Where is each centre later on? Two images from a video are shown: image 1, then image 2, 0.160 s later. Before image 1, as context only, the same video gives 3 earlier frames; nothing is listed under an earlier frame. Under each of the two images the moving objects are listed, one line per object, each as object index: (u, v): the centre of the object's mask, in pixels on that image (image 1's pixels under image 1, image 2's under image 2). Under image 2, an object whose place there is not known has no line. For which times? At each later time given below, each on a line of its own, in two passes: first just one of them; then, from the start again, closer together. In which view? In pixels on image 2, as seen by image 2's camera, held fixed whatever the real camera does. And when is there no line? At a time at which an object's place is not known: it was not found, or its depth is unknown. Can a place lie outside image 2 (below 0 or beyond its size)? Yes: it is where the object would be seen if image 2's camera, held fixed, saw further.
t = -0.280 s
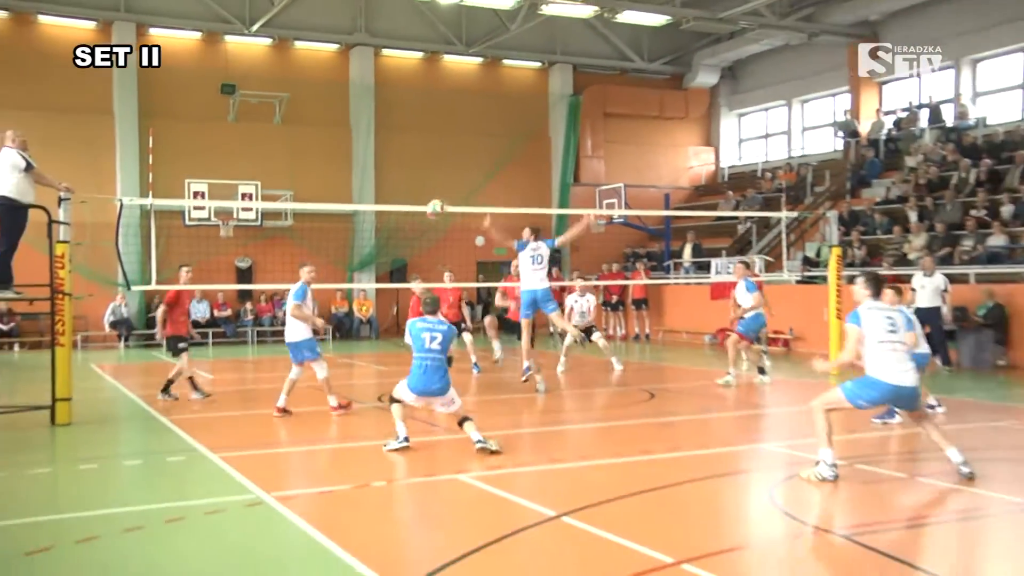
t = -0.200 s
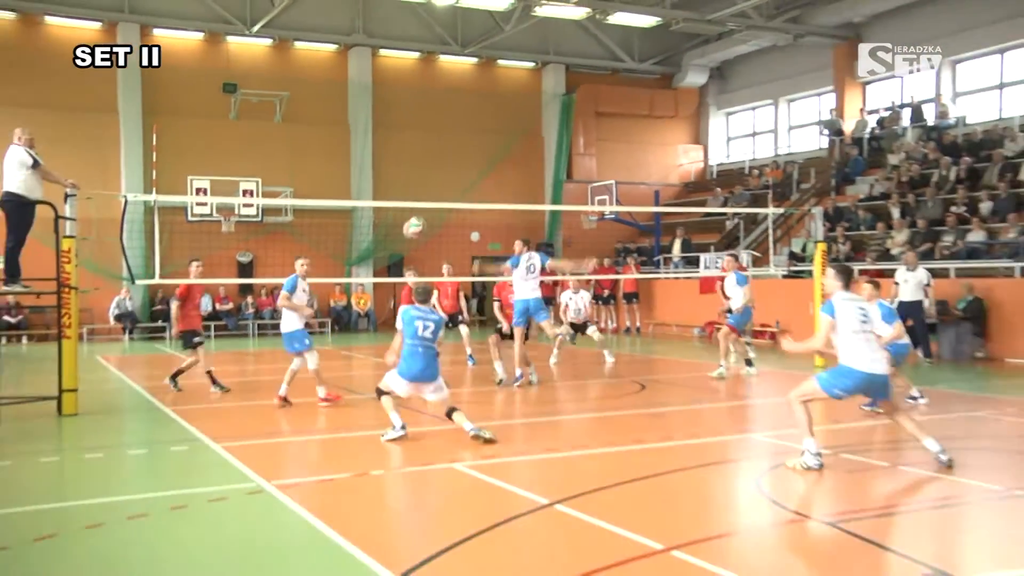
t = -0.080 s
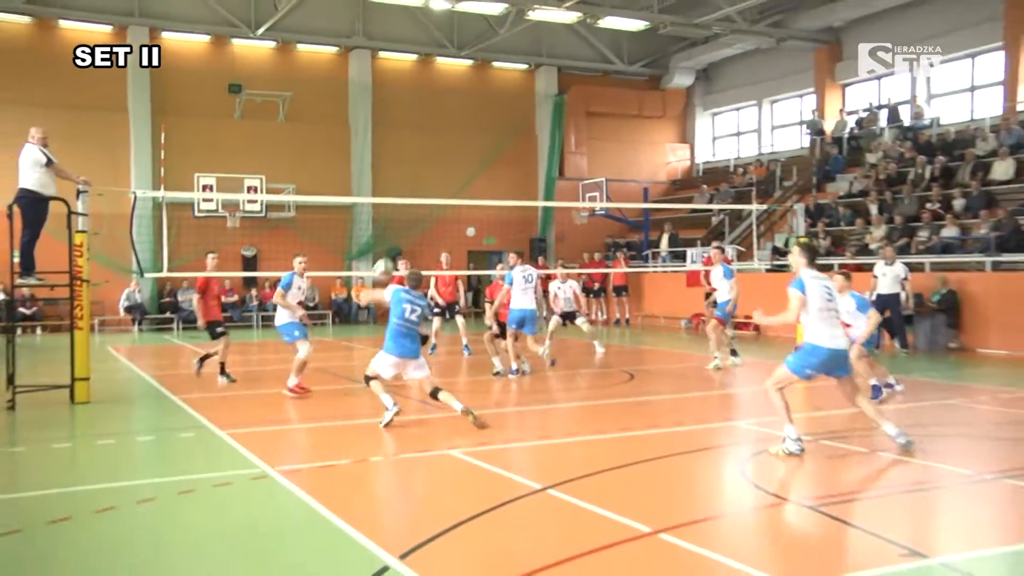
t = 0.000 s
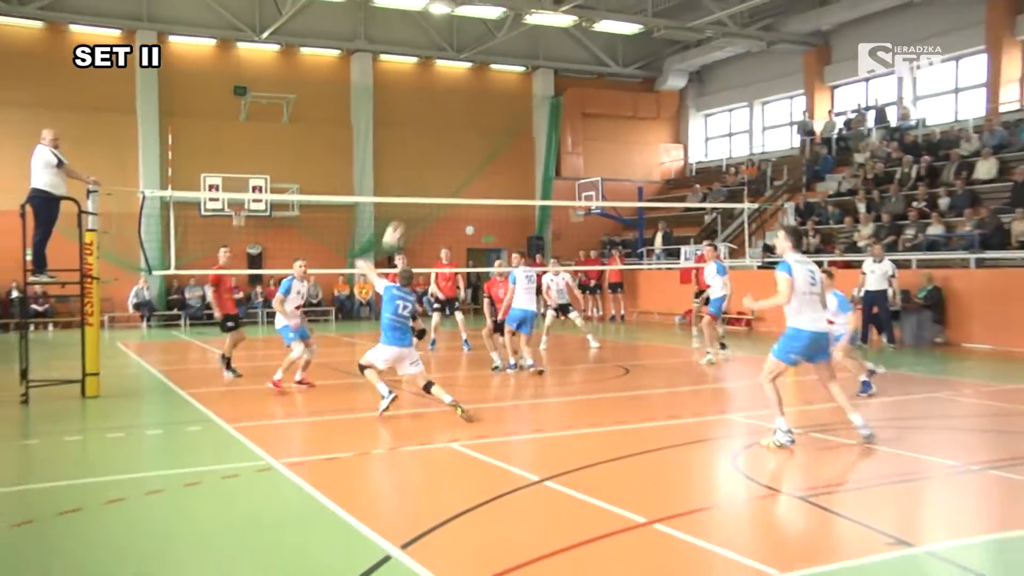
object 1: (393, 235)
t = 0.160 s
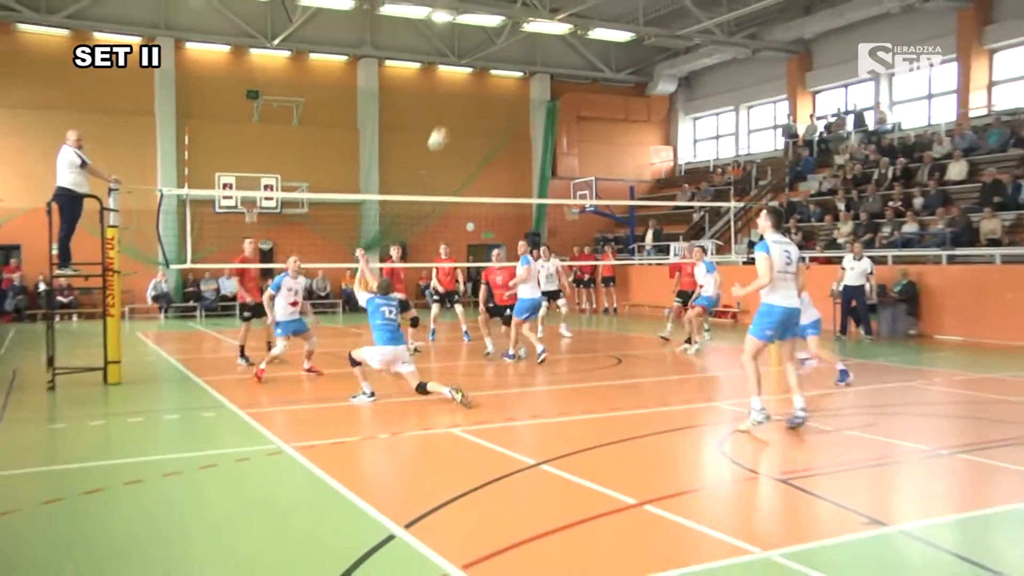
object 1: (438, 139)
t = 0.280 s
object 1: (472, 84)
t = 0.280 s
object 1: (472, 84)
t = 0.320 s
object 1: (483, 70)
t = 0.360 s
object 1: (493, 56)
